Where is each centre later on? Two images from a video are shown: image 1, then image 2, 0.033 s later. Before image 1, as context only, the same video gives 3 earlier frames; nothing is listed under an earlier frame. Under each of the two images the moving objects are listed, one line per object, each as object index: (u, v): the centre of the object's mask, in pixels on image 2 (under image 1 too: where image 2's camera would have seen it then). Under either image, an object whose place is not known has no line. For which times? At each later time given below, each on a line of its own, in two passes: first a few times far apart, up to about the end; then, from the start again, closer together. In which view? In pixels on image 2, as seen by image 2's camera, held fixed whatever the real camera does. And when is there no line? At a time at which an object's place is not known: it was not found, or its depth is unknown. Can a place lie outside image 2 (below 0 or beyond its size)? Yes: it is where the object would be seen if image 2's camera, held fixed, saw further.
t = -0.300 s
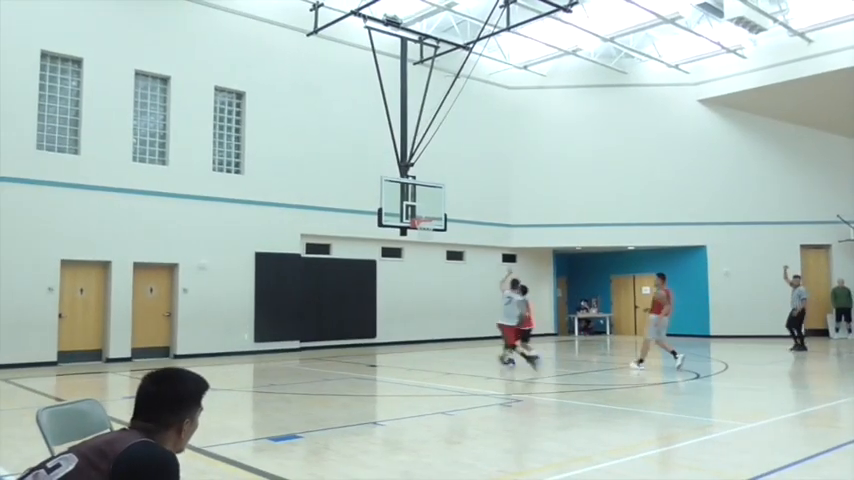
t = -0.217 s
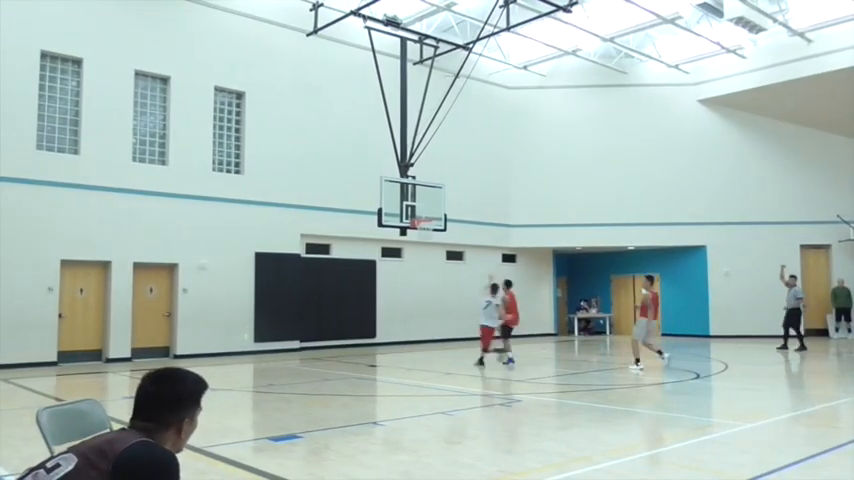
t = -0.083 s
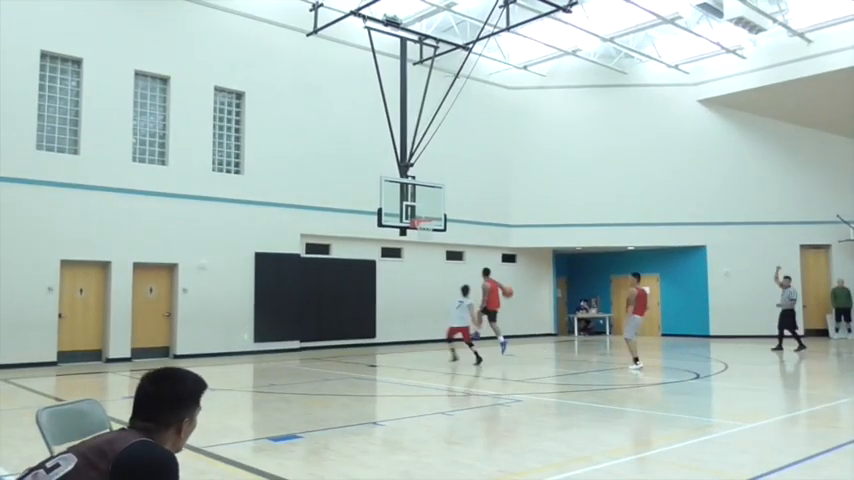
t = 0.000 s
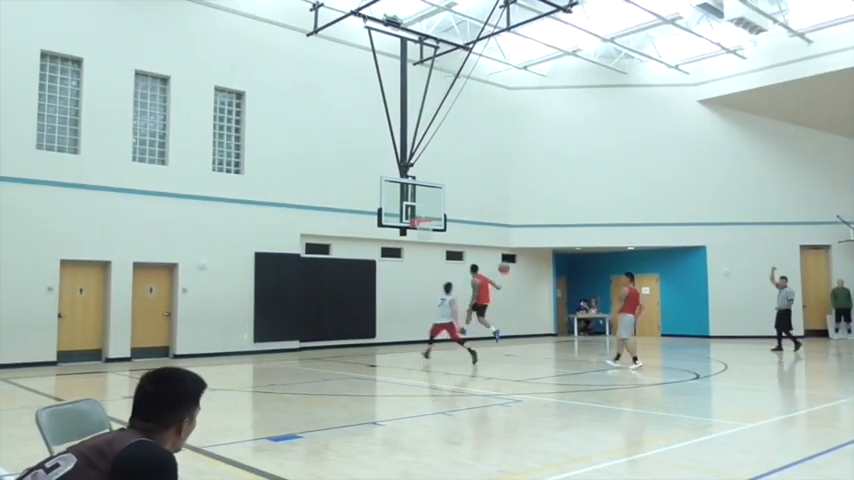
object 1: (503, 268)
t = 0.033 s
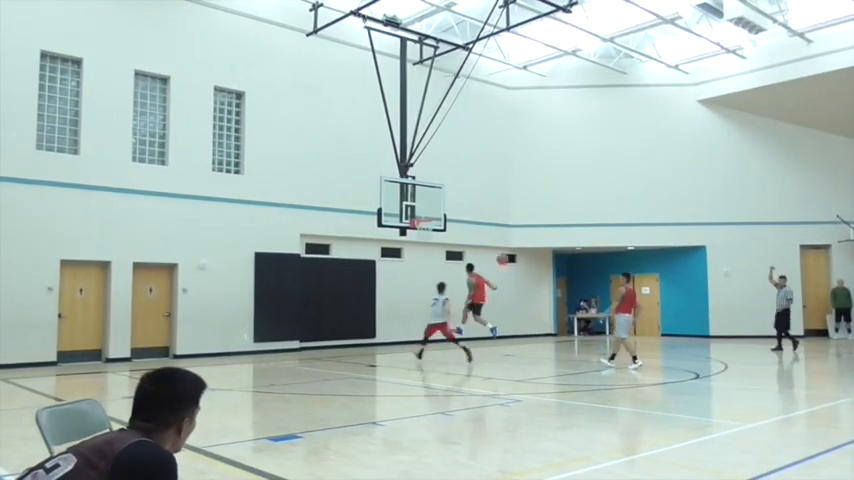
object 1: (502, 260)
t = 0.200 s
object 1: (494, 222)
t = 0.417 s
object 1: (483, 192)
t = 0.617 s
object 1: (473, 184)
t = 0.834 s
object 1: (462, 199)
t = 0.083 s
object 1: (500, 246)
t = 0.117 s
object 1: (497, 239)
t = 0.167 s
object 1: (495, 229)
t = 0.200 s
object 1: (494, 222)
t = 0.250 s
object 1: (491, 212)
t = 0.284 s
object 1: (489, 207)
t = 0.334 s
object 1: (487, 201)
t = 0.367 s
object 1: (486, 197)
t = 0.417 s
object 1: (483, 192)
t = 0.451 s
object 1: (481, 189)
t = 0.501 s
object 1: (479, 186)
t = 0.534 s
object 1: (477, 185)
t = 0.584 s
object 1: (475, 184)
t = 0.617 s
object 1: (473, 184)
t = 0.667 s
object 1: (471, 185)
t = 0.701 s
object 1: (469, 187)
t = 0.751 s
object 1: (466, 190)
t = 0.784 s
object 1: (465, 193)
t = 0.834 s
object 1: (462, 199)
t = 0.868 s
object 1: (461, 203)
